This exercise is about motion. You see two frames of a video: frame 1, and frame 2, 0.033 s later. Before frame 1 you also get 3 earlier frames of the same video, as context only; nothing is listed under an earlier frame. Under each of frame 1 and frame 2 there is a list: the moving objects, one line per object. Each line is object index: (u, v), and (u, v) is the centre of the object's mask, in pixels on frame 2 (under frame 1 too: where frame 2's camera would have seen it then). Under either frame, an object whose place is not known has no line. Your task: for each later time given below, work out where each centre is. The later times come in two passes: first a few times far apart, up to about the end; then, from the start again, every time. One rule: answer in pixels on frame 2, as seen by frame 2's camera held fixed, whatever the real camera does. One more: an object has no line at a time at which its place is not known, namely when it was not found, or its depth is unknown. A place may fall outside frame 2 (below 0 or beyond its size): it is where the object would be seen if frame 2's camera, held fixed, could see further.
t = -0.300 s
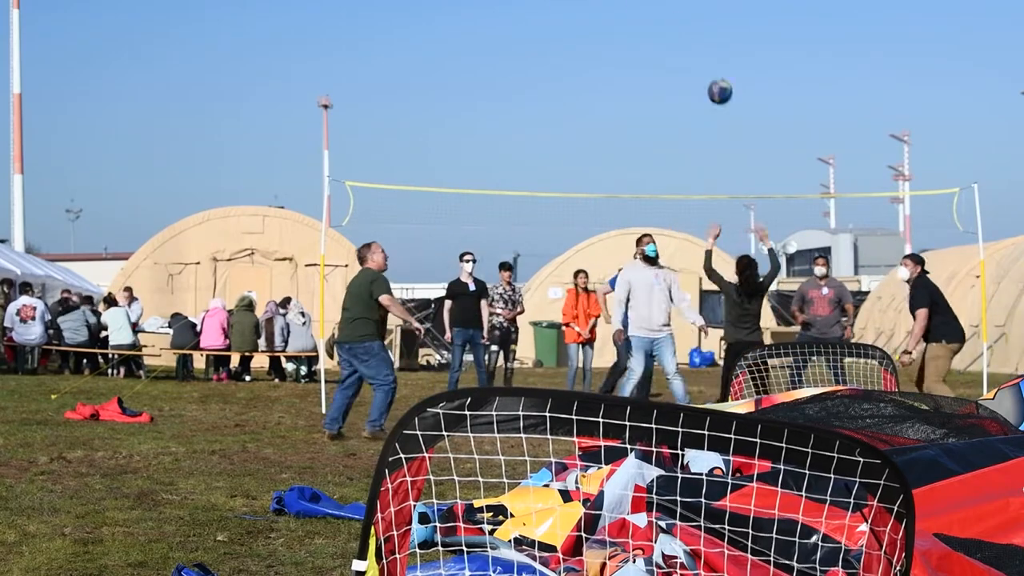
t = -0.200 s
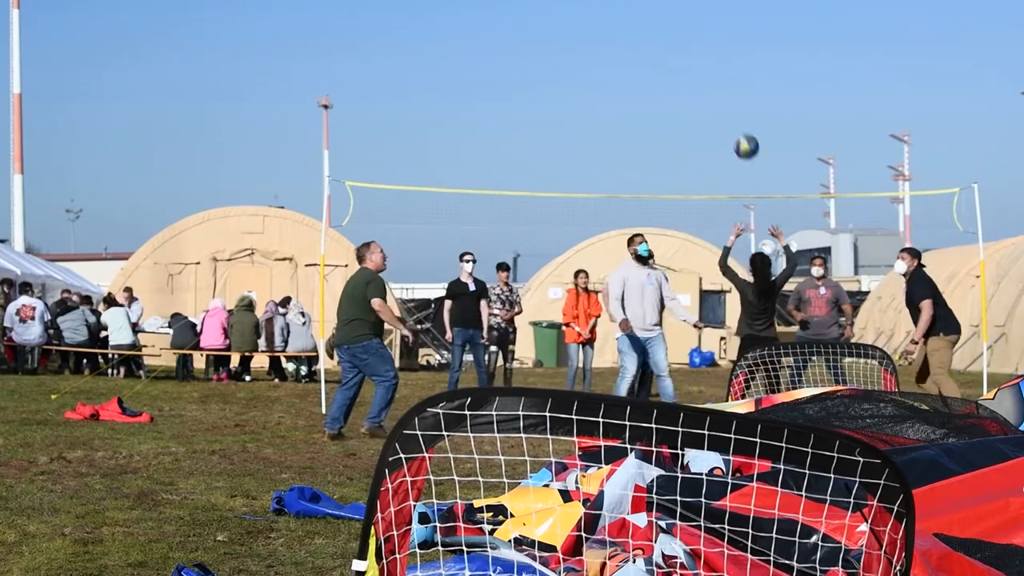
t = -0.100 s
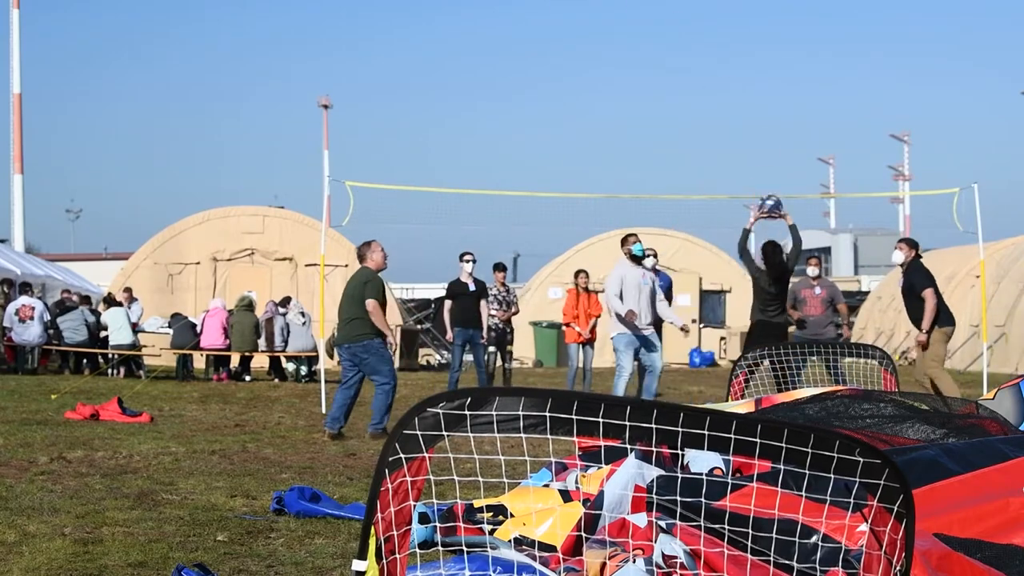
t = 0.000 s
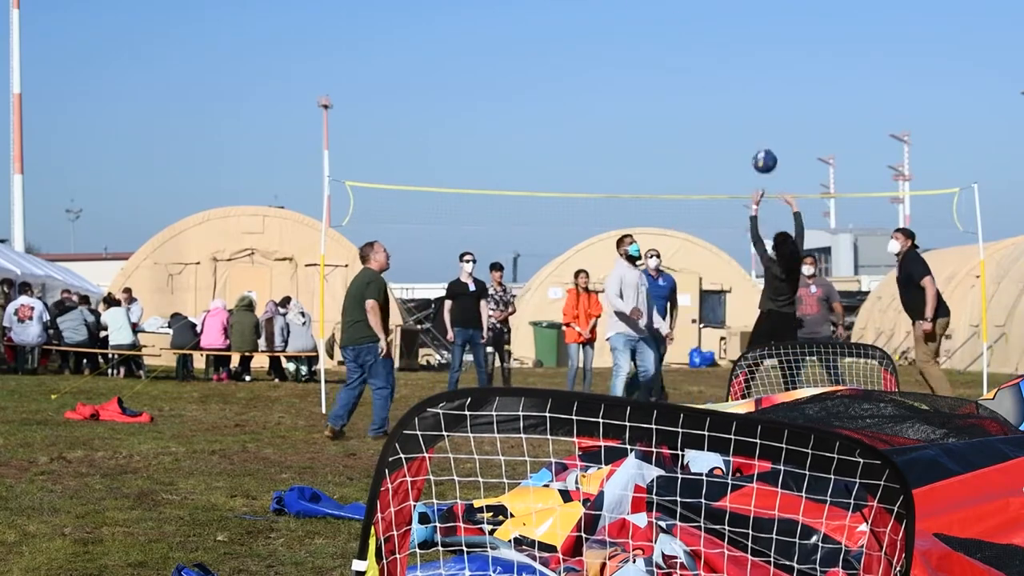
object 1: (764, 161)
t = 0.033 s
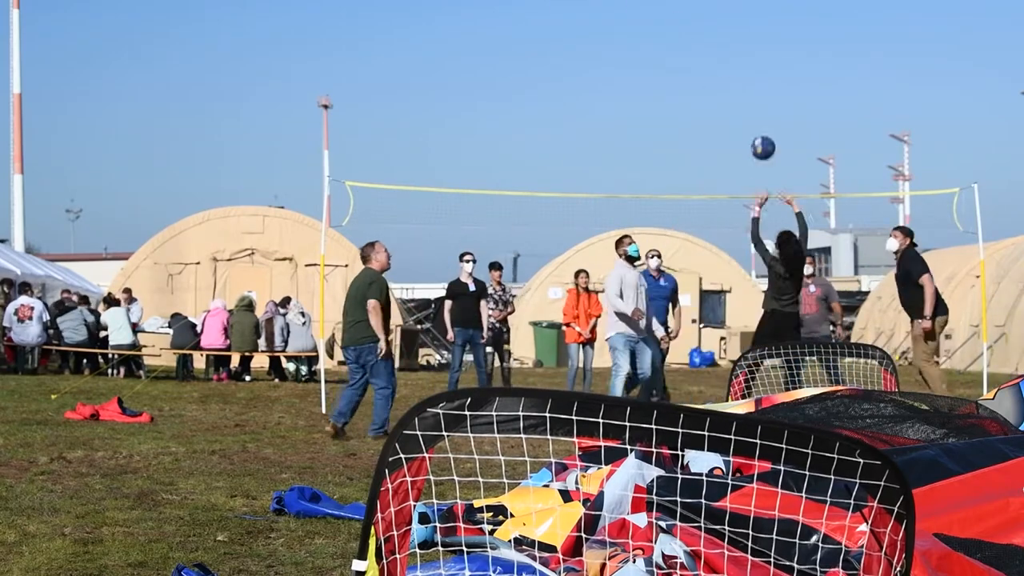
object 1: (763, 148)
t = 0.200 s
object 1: (754, 101)
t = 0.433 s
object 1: (744, 92)
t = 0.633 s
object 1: (737, 130)
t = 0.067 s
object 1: (761, 135)
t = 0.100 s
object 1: (759, 125)
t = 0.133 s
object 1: (757, 115)
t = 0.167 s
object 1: (756, 108)
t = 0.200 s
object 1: (754, 101)
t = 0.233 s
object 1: (752, 96)
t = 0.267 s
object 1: (751, 92)
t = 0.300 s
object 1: (749, 89)
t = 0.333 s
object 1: (748, 88)
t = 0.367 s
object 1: (747, 88)
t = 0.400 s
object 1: (745, 89)
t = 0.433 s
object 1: (744, 92)
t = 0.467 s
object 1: (743, 95)
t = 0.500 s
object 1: (742, 100)
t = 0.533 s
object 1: (740, 106)
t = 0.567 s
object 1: (739, 113)
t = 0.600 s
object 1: (738, 121)
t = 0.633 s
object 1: (737, 130)
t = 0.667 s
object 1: (736, 141)
